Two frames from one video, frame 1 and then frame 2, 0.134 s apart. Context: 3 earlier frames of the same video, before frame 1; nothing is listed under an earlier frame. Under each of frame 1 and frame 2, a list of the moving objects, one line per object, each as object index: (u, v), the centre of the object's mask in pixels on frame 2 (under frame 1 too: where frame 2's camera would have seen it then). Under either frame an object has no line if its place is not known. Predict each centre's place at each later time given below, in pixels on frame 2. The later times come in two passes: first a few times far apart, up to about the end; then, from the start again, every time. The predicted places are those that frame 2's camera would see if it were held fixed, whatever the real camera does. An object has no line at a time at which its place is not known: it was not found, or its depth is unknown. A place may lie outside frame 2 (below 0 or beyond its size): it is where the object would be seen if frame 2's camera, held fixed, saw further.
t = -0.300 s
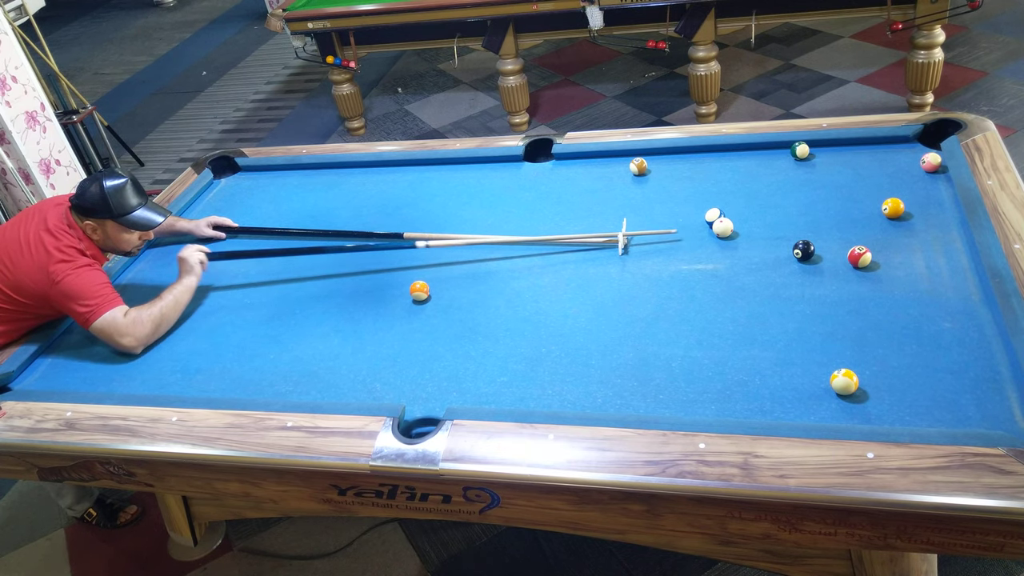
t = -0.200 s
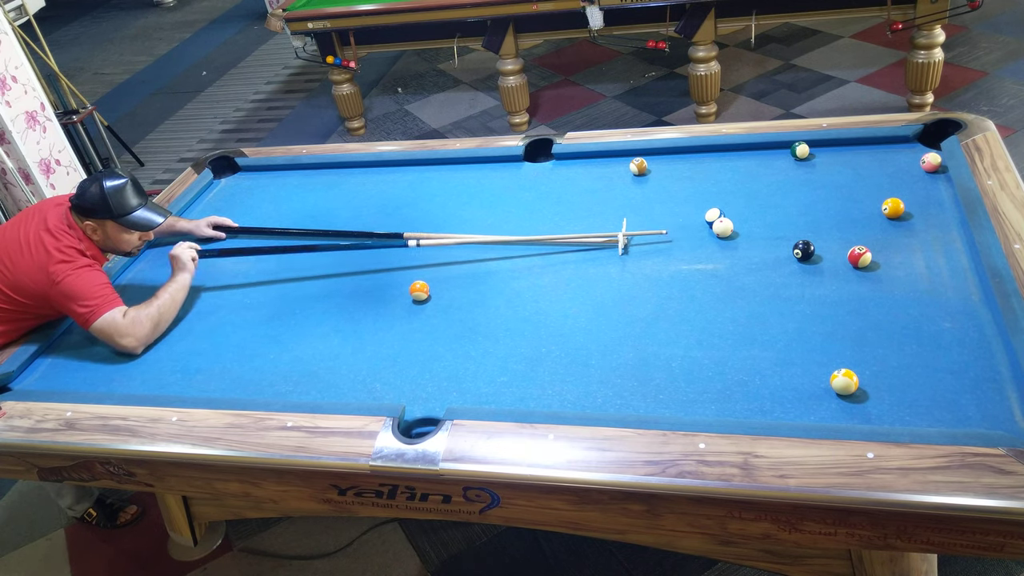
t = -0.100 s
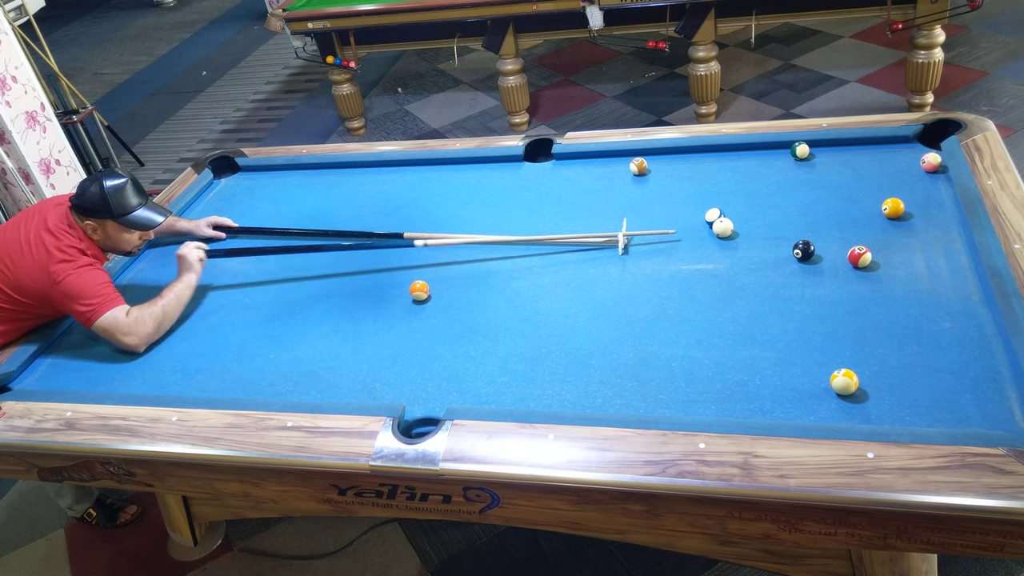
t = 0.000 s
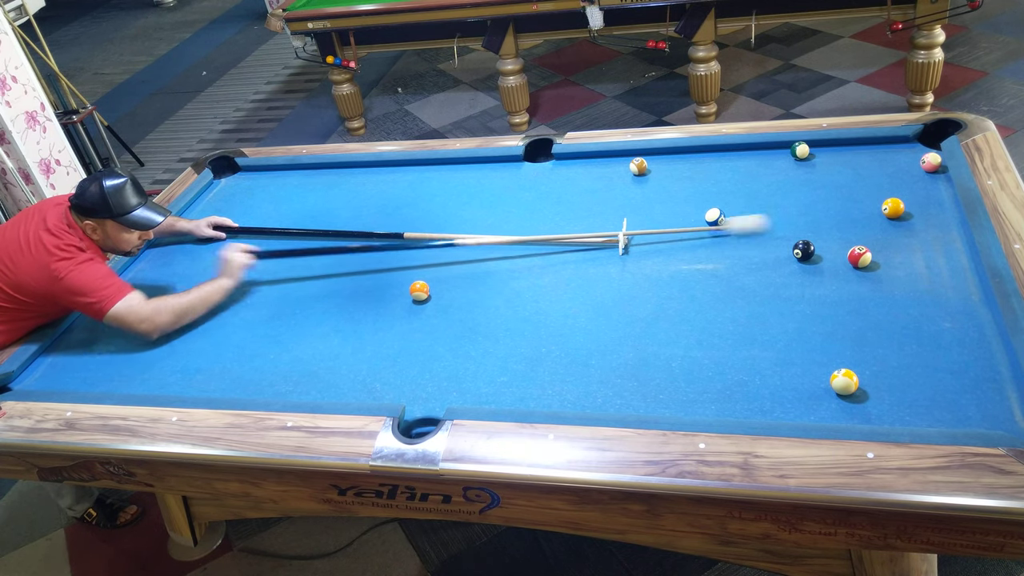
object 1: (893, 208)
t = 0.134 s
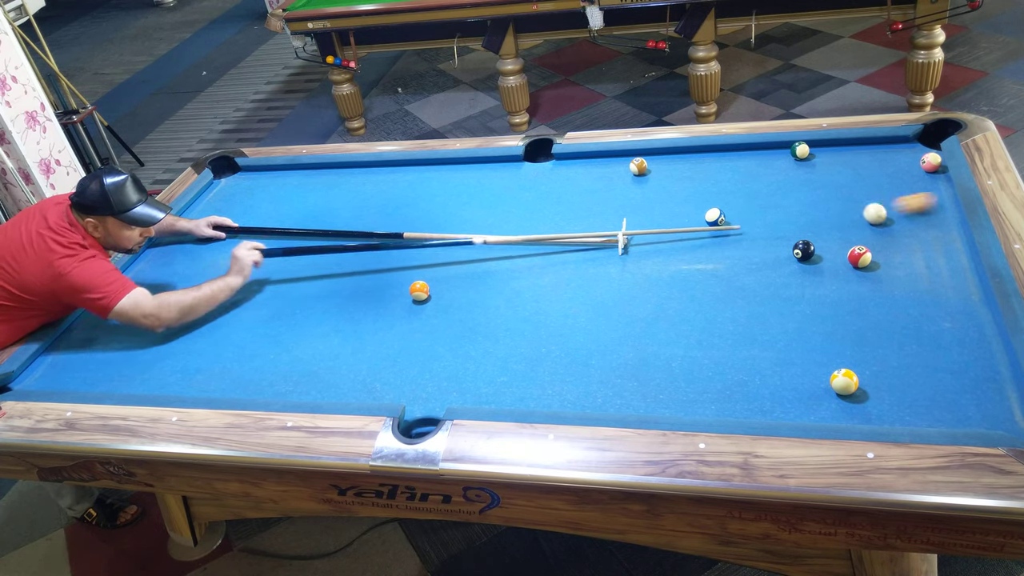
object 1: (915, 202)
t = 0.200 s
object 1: (933, 195)
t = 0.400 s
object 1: (834, 188)
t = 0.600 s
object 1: (745, 182)
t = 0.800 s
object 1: (666, 177)
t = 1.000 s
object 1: (594, 172)
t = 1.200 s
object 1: (529, 167)
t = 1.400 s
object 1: (470, 163)
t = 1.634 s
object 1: (410, 168)
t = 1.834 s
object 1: (361, 174)
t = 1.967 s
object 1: (329, 177)
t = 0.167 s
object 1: (943, 197)
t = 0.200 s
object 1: (933, 195)
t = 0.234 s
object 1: (915, 194)
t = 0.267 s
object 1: (898, 192)
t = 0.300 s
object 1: (882, 191)
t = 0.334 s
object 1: (865, 190)
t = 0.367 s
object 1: (849, 189)
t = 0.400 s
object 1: (834, 188)
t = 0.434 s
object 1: (819, 187)
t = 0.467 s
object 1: (803, 186)
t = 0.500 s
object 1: (789, 185)
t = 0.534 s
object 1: (774, 184)
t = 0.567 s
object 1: (759, 183)
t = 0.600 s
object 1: (745, 182)
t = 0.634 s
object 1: (731, 181)
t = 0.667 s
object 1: (718, 180)
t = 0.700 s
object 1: (704, 179)
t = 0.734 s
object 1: (691, 178)
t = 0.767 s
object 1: (678, 177)
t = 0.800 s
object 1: (666, 177)
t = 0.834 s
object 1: (653, 176)
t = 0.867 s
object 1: (641, 176)
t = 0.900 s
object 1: (629, 174)
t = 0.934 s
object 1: (617, 173)
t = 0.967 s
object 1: (605, 172)
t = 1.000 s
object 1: (594, 172)
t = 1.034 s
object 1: (583, 171)
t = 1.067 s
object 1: (572, 170)
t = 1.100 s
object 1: (561, 170)
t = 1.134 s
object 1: (550, 169)
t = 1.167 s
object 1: (539, 168)
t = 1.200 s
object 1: (529, 167)
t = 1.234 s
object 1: (519, 166)
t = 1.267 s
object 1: (509, 166)
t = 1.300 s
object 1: (499, 165)
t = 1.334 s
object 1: (490, 164)
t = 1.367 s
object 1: (480, 163)
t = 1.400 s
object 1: (470, 163)
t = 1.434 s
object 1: (461, 162)
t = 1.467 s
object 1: (453, 163)
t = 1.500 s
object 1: (444, 164)
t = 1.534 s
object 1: (435, 165)
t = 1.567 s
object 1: (427, 166)
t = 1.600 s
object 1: (418, 167)
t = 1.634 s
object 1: (410, 168)
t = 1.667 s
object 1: (402, 169)
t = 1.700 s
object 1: (393, 170)
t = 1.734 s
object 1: (385, 171)
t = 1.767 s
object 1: (377, 171)
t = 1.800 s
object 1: (369, 173)
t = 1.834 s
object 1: (361, 174)
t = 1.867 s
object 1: (352, 174)
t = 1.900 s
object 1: (345, 175)
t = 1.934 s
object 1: (337, 176)
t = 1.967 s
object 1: (329, 177)
